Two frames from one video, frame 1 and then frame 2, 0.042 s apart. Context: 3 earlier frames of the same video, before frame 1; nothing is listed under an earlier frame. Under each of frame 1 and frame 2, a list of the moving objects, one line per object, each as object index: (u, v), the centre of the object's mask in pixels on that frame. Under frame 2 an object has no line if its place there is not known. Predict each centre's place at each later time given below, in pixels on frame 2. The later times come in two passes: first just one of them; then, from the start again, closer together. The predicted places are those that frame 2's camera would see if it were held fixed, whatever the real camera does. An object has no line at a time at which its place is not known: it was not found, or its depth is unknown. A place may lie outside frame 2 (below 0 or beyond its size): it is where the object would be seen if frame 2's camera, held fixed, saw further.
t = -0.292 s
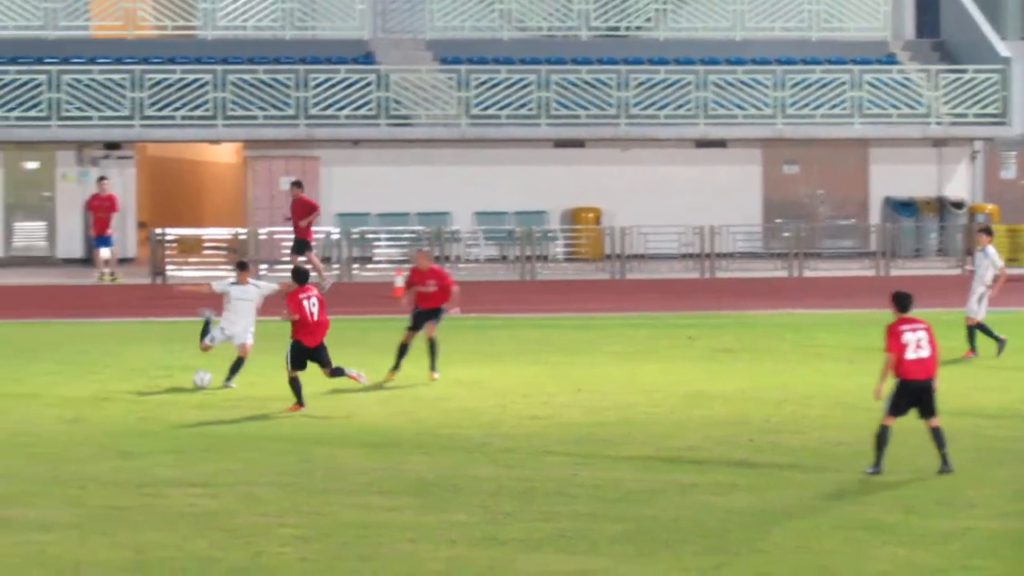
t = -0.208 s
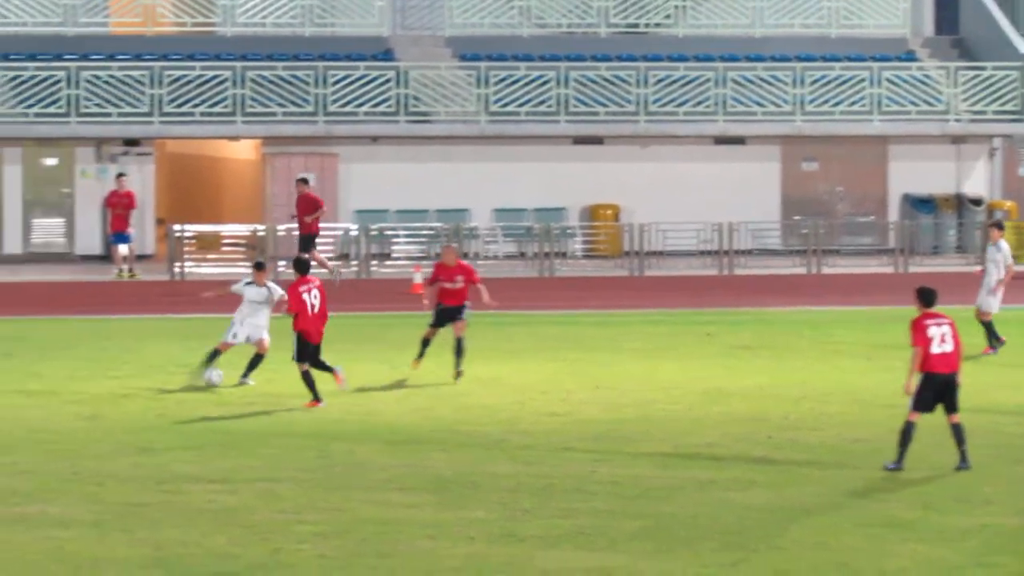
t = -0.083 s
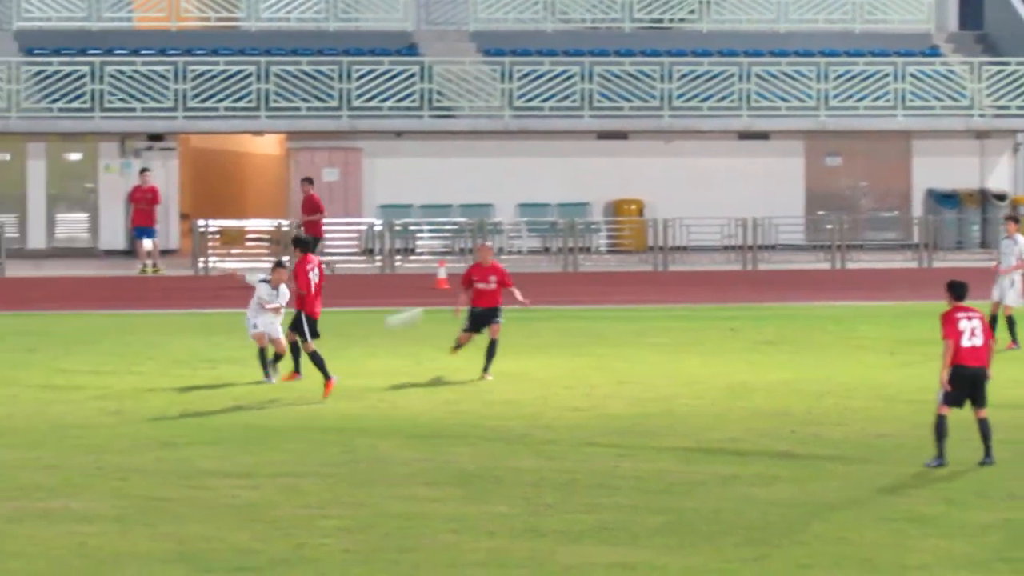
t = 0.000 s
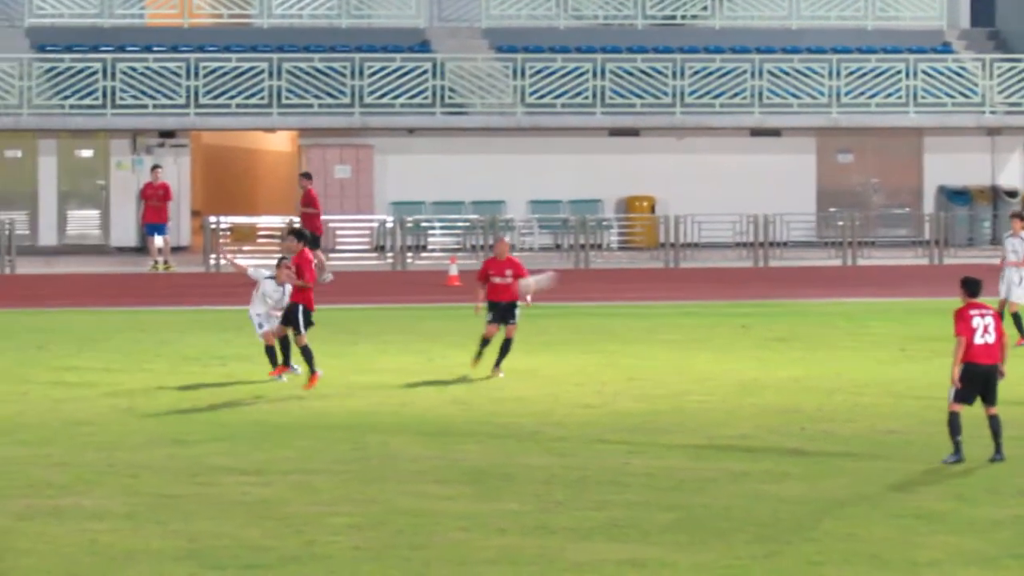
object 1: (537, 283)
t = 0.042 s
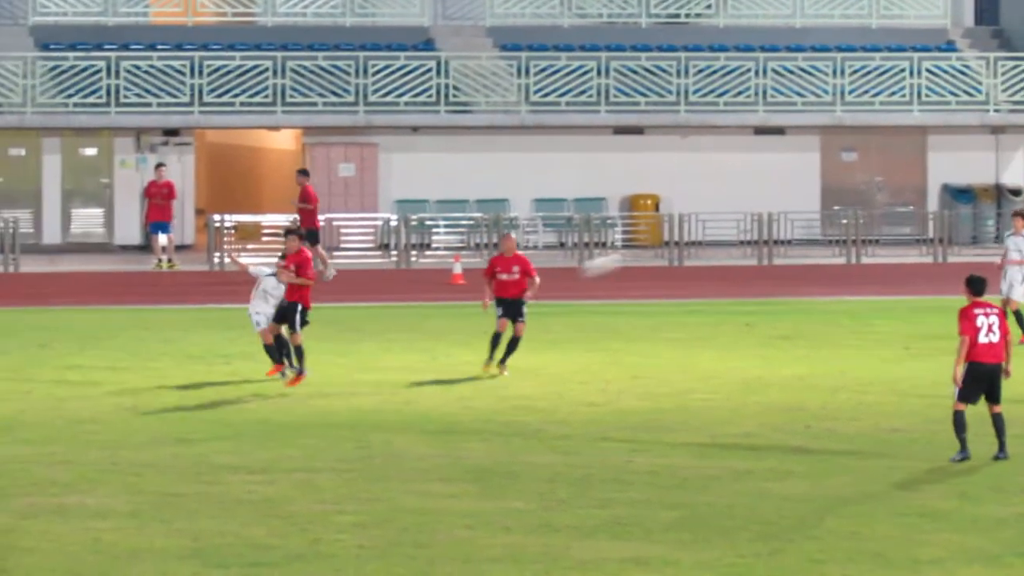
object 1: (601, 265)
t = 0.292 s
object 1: (979, 189)
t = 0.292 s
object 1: (979, 189)
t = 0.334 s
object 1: (1047, 179)
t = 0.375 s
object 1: (1115, 167)
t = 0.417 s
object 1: (1187, 158)
